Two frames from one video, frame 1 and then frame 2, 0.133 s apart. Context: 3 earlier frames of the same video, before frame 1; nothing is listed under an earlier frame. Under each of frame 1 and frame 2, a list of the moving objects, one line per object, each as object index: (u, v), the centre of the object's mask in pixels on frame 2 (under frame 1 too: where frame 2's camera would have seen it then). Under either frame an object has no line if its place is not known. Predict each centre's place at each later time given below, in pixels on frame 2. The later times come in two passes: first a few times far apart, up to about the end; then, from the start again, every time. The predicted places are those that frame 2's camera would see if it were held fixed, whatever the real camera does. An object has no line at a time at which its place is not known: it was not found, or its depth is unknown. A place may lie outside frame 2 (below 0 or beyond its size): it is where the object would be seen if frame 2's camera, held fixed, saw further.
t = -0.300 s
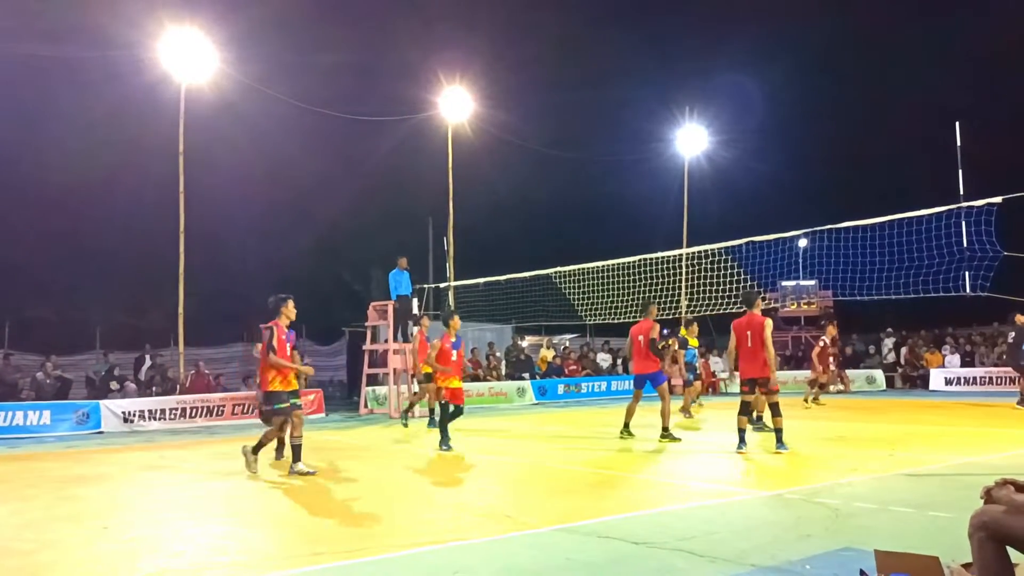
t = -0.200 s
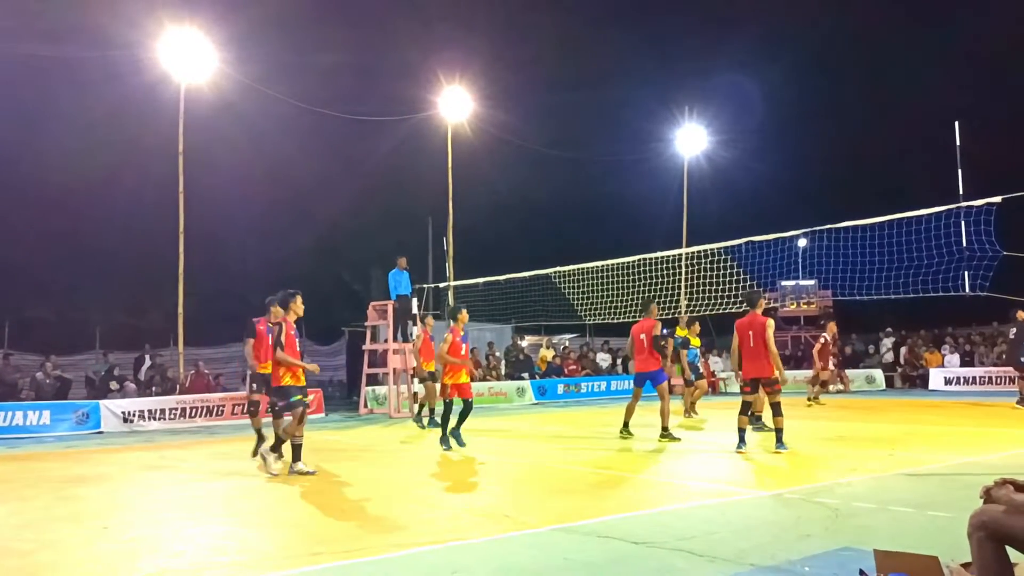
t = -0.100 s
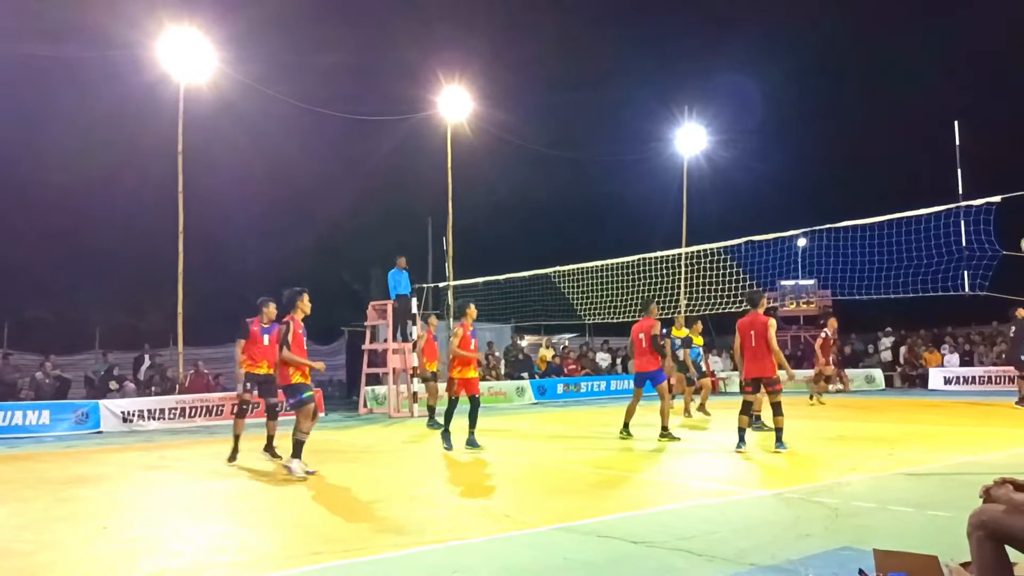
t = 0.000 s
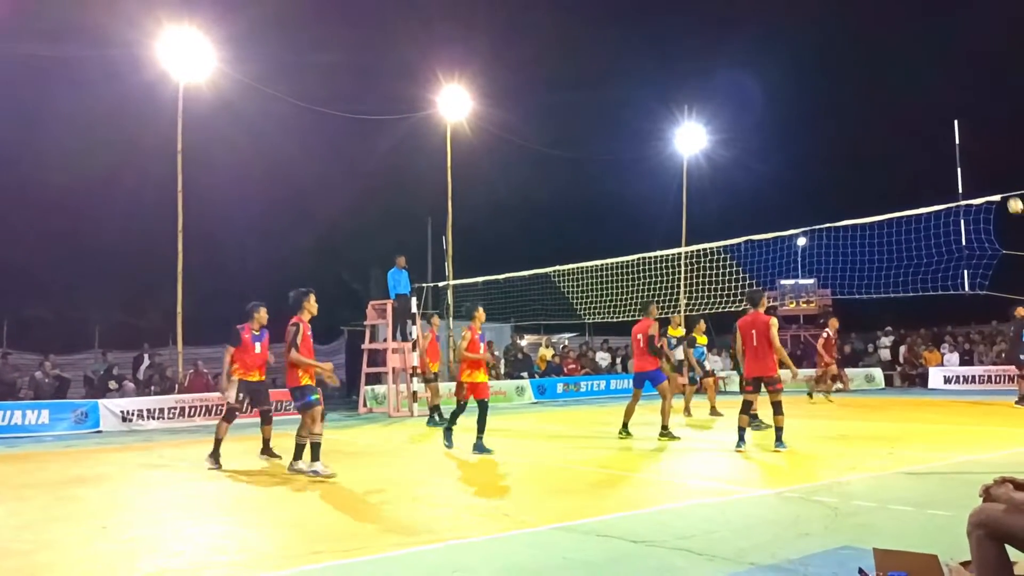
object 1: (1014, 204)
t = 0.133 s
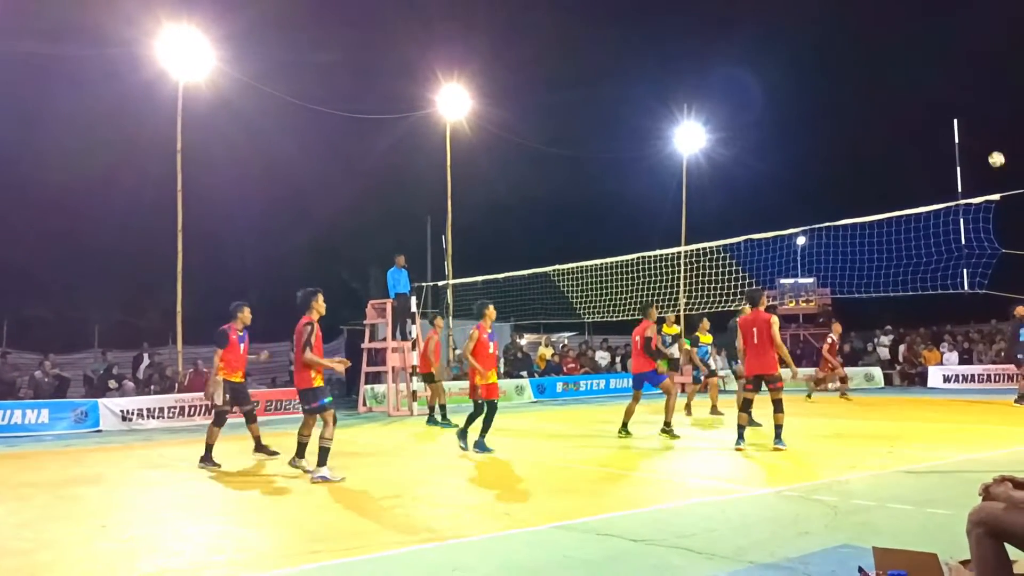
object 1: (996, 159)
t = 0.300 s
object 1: (975, 117)
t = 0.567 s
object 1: (944, 83)
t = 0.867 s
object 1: (911, 100)
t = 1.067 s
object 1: (890, 148)
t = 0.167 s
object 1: (992, 149)
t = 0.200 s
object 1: (988, 140)
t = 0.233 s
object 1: (983, 132)
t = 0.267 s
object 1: (979, 124)
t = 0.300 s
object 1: (975, 117)
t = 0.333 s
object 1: (971, 110)
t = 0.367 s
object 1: (967, 104)
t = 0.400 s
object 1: (963, 99)
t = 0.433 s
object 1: (959, 95)
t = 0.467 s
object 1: (955, 91)
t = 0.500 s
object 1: (951, 87)
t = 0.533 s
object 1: (947, 85)
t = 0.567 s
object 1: (944, 83)
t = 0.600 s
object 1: (940, 82)
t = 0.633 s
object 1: (936, 82)
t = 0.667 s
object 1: (932, 82)
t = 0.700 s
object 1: (929, 83)
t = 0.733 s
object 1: (925, 85)
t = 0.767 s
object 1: (921, 88)
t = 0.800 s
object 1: (918, 91)
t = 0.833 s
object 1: (914, 95)
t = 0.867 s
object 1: (911, 100)
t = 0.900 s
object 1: (907, 106)
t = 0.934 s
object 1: (904, 113)
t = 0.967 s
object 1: (900, 121)
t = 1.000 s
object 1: (897, 129)
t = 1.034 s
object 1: (893, 138)
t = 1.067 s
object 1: (890, 148)
